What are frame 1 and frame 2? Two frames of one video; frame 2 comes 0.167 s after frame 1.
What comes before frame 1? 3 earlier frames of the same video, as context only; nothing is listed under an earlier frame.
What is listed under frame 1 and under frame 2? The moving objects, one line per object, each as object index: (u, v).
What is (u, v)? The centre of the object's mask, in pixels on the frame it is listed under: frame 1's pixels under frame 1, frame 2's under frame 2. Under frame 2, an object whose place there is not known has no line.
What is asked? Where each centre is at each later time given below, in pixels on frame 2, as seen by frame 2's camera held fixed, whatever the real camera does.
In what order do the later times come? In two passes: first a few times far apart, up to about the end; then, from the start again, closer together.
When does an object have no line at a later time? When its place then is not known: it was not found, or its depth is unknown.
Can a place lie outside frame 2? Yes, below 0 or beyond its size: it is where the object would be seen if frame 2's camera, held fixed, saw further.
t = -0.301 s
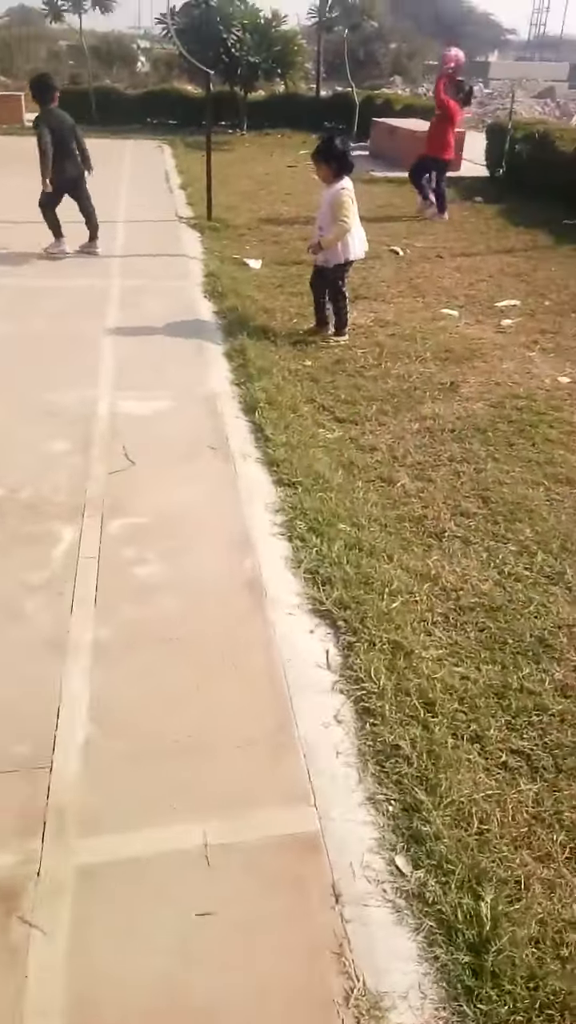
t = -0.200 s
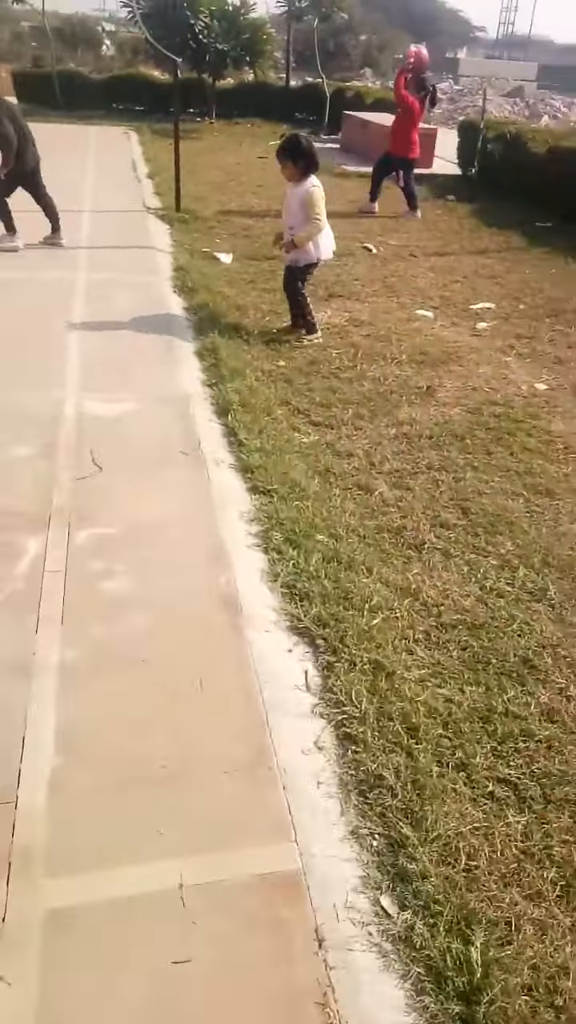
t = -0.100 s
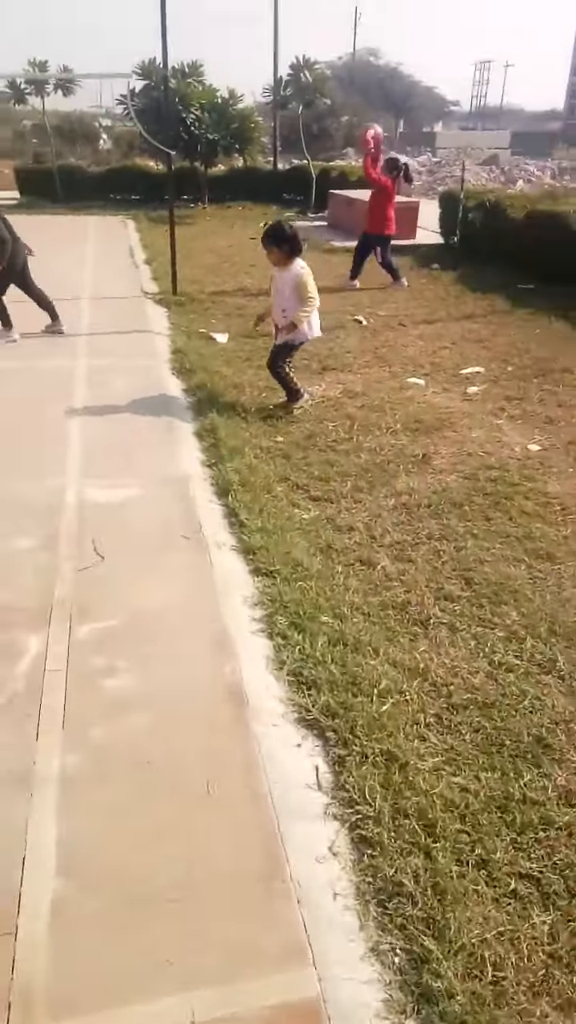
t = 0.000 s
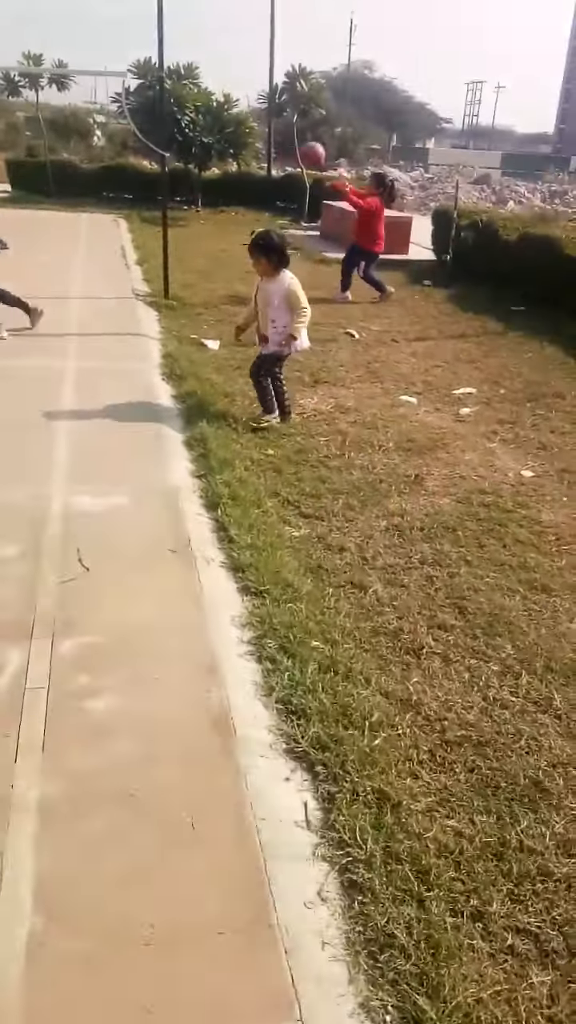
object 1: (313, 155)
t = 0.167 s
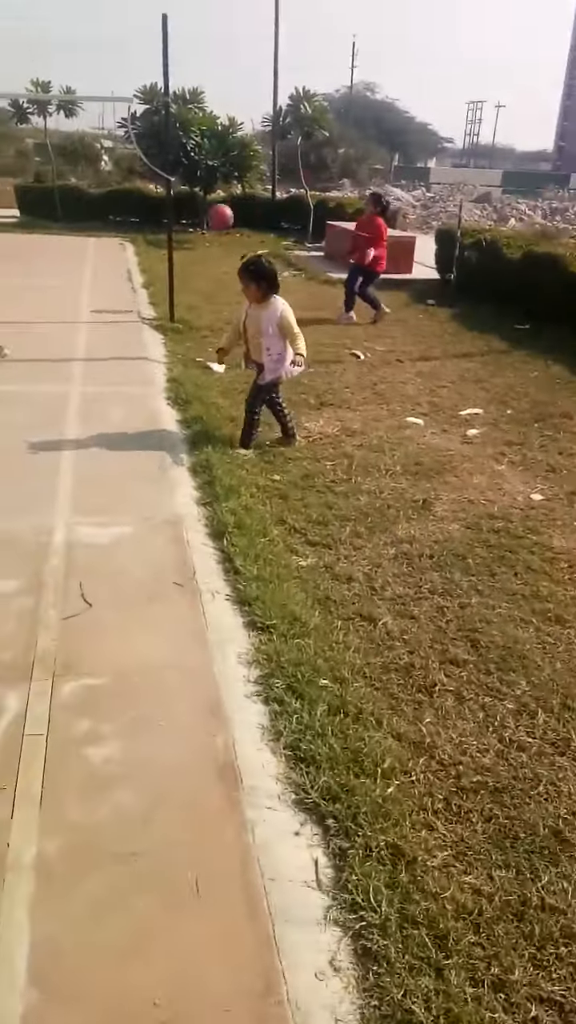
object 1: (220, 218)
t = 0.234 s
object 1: (182, 243)
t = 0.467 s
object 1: (83, 257)
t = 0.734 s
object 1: (-1, 219)
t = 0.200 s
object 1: (201, 230)
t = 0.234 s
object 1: (182, 243)
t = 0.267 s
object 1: (160, 258)
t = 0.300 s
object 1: (144, 275)
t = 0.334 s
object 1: (127, 293)
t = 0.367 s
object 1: (115, 294)
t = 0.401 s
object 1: (105, 280)
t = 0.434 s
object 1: (94, 268)
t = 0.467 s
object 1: (83, 257)
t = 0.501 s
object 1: (73, 246)
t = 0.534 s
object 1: (64, 237)
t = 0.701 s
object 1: (9, 218)
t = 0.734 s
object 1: (-1, 219)
